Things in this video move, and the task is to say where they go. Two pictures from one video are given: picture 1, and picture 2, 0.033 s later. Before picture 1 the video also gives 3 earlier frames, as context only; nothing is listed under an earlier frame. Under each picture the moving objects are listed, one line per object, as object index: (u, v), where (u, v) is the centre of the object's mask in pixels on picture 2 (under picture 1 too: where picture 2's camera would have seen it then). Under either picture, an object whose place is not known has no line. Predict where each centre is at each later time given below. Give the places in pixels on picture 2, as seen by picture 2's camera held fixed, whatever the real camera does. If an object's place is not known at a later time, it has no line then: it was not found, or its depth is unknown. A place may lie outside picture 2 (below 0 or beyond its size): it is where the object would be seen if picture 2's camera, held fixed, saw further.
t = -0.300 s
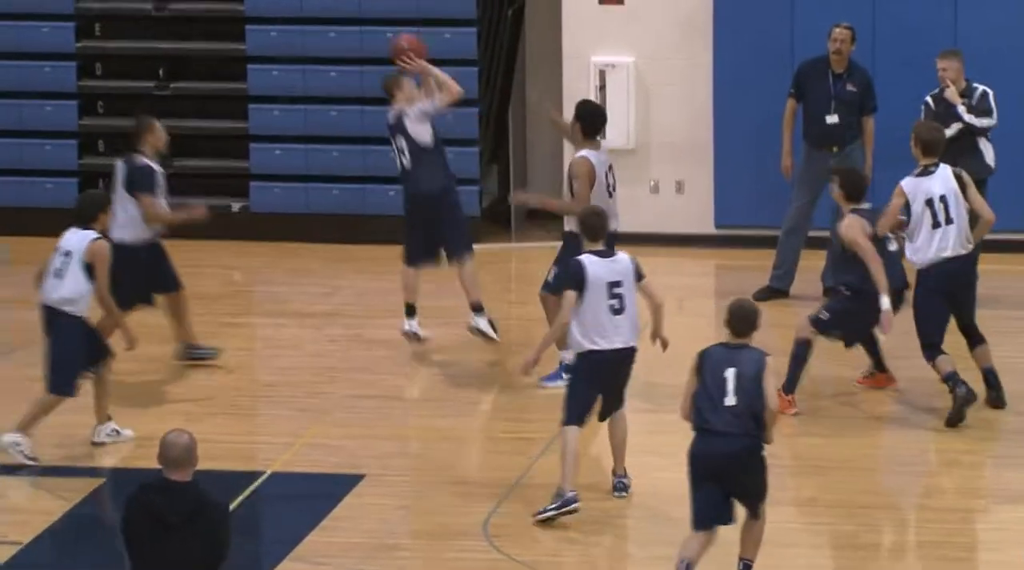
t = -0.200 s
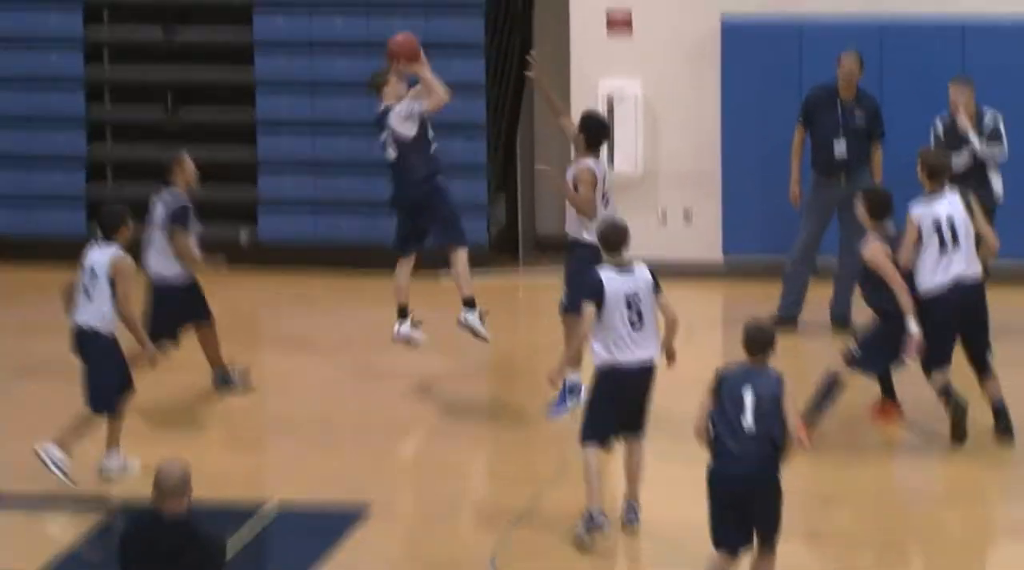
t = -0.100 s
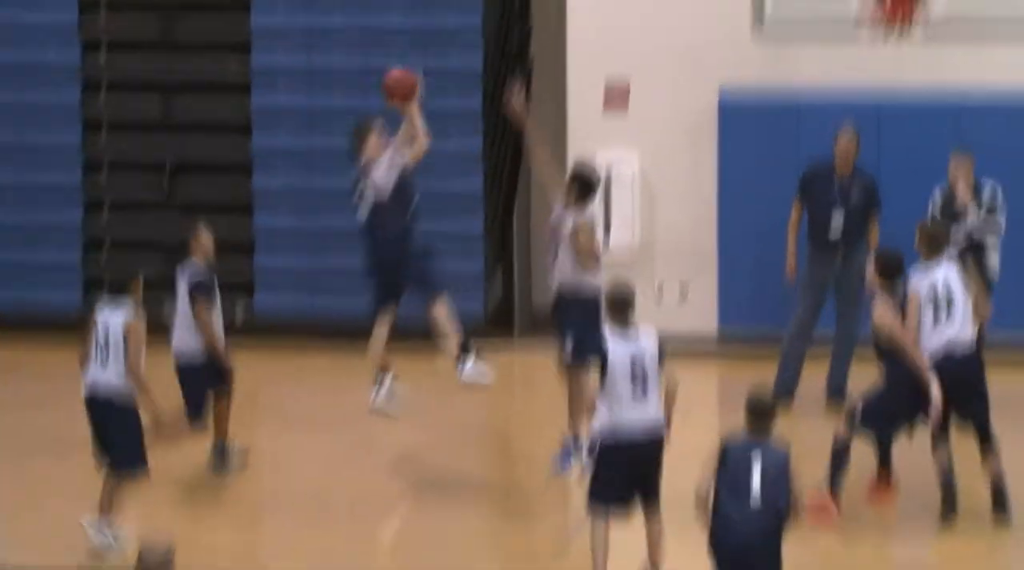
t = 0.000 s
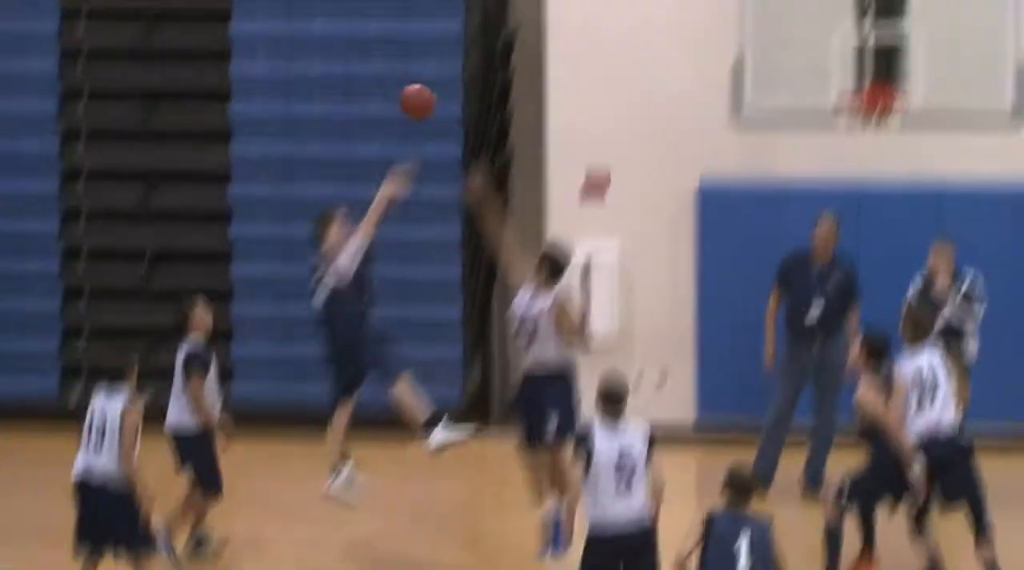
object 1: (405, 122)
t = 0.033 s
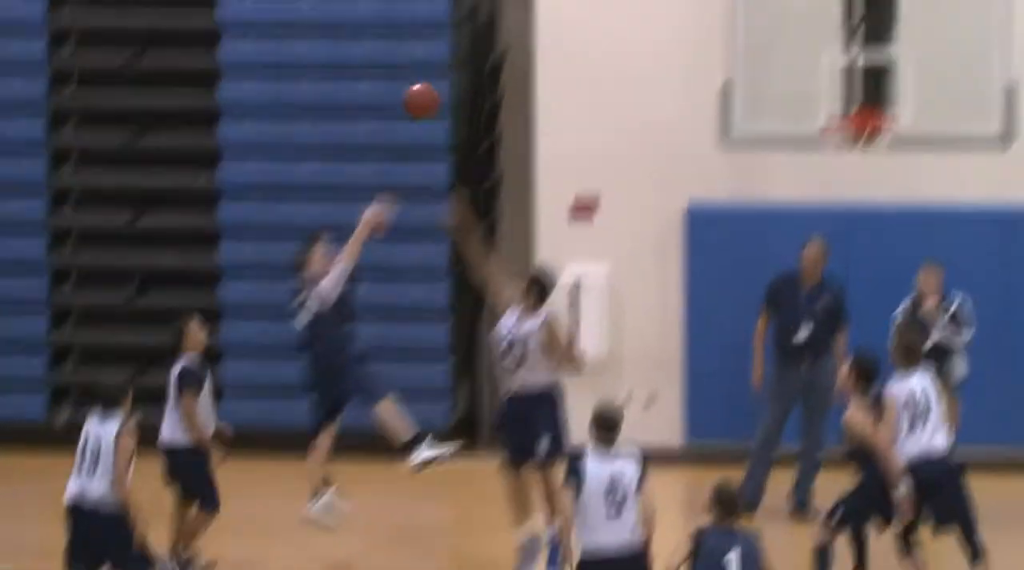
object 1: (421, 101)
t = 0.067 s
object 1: (437, 80)
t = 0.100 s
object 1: (451, 62)
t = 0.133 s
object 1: (466, 44)
